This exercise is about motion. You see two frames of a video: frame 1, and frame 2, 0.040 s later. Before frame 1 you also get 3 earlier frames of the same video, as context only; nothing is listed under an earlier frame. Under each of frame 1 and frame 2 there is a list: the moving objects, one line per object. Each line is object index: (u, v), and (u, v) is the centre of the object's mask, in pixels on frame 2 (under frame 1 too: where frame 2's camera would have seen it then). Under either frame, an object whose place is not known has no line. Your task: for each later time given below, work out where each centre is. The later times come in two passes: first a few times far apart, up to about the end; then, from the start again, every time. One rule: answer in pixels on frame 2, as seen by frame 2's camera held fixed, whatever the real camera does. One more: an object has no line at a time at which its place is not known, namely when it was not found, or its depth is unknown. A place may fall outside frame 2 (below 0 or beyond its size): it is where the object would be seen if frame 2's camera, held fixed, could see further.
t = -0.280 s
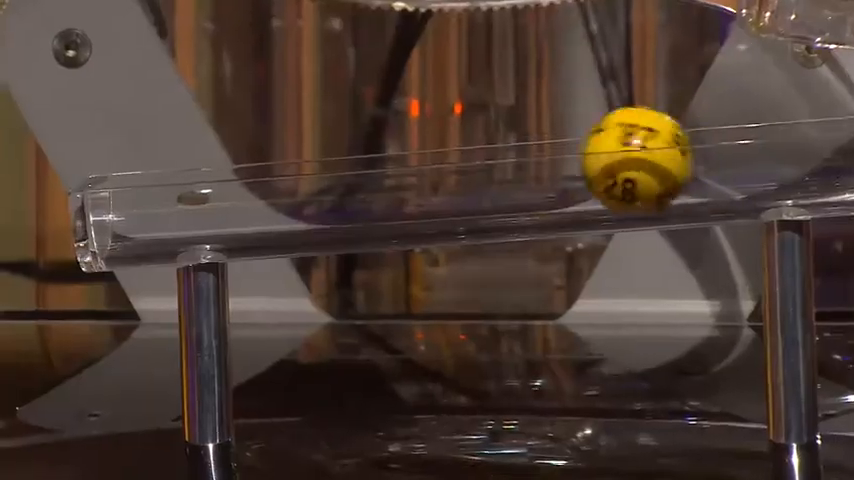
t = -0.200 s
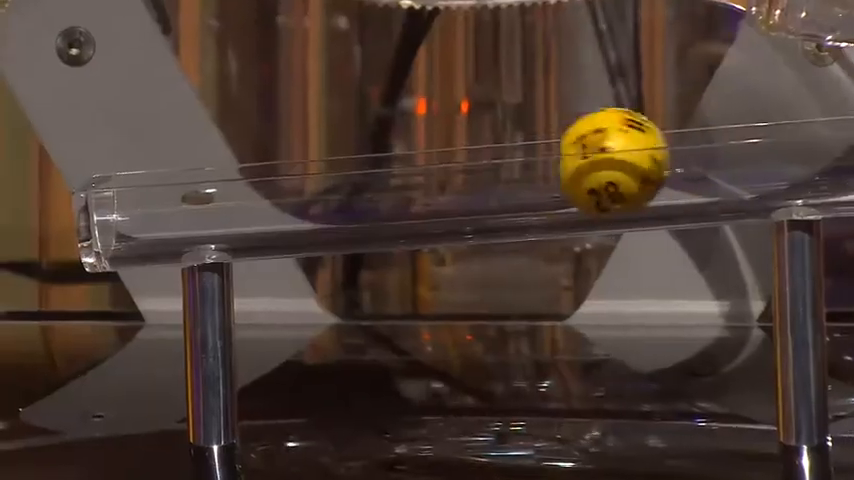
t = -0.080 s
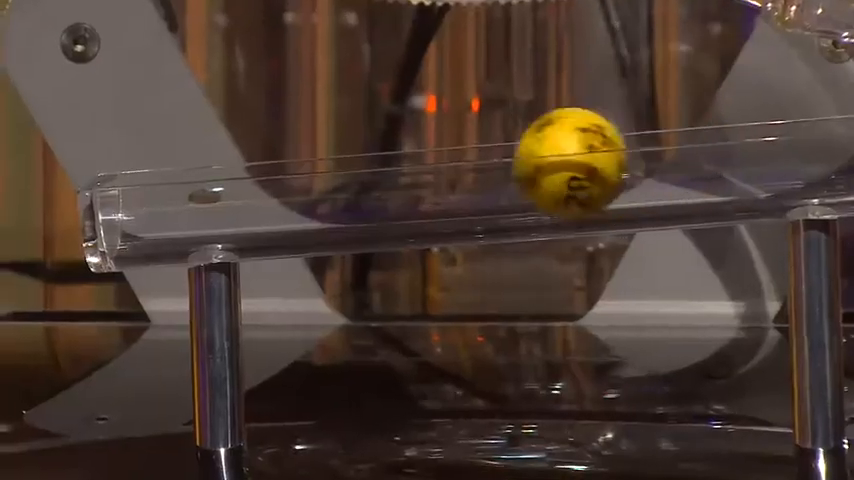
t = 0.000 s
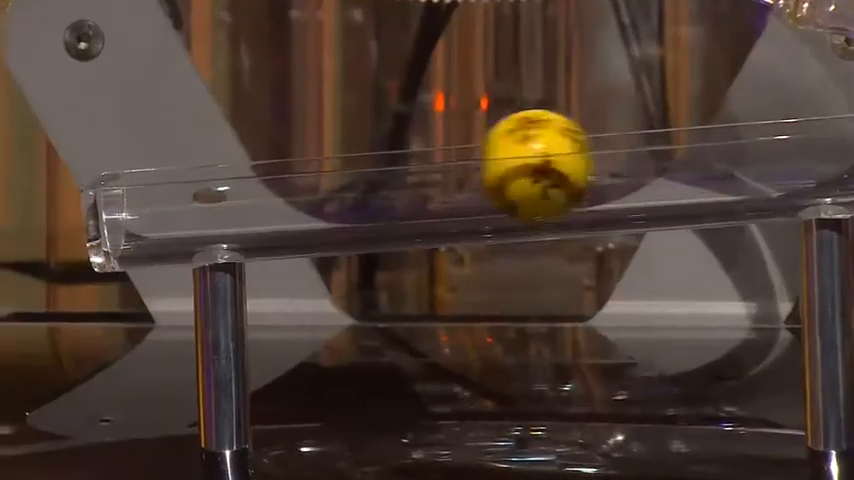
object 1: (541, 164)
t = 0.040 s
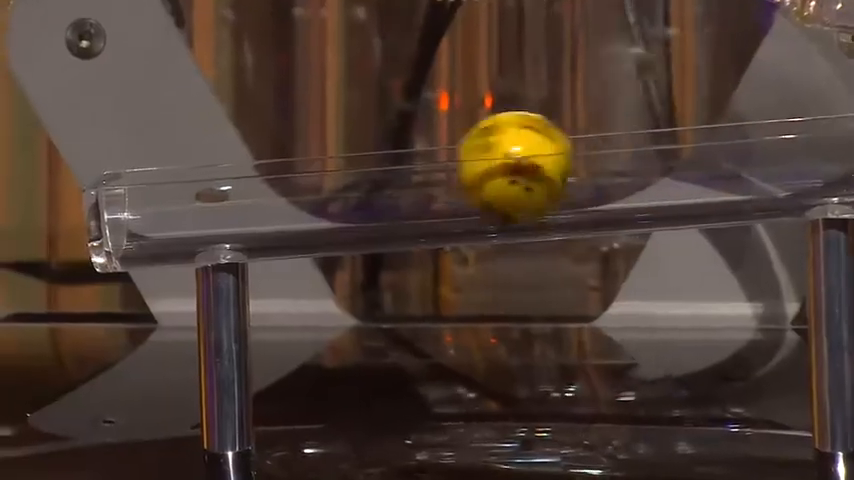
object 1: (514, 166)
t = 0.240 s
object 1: (356, 180)
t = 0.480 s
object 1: (213, 192)
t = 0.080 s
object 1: (487, 169)
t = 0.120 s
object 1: (455, 171)
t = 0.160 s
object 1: (423, 175)
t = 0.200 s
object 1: (391, 177)
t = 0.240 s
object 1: (356, 180)
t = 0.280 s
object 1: (320, 182)
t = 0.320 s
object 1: (285, 185)
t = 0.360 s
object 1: (249, 187)
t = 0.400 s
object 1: (210, 191)
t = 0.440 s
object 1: (181, 192)
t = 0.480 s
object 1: (213, 192)
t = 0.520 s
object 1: (231, 191)
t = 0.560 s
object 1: (241, 190)
